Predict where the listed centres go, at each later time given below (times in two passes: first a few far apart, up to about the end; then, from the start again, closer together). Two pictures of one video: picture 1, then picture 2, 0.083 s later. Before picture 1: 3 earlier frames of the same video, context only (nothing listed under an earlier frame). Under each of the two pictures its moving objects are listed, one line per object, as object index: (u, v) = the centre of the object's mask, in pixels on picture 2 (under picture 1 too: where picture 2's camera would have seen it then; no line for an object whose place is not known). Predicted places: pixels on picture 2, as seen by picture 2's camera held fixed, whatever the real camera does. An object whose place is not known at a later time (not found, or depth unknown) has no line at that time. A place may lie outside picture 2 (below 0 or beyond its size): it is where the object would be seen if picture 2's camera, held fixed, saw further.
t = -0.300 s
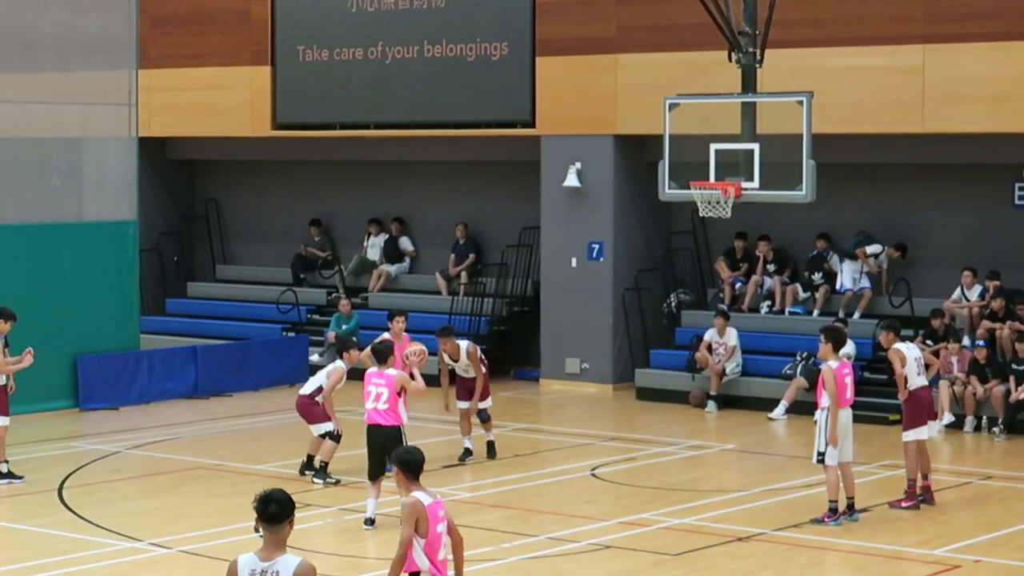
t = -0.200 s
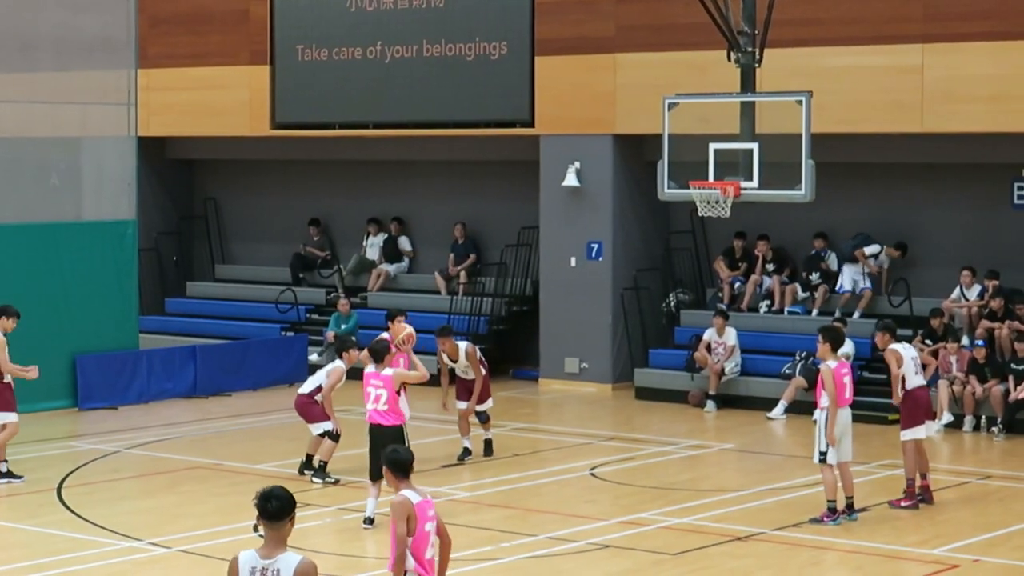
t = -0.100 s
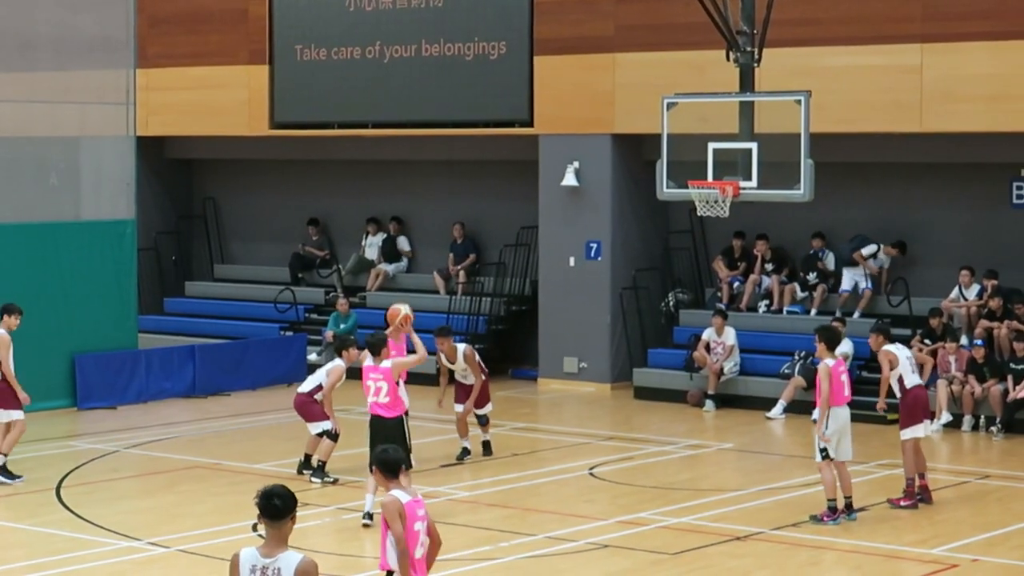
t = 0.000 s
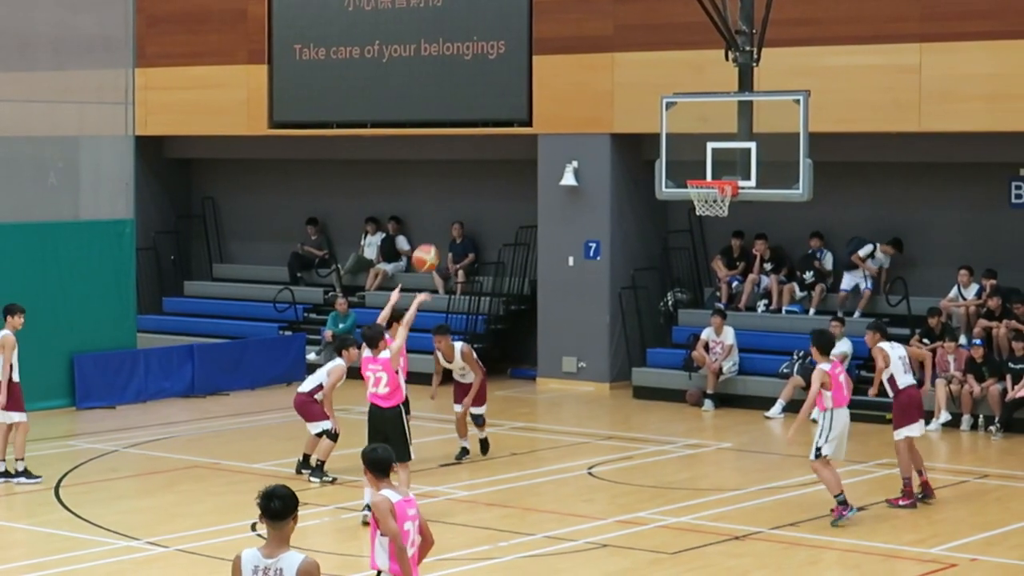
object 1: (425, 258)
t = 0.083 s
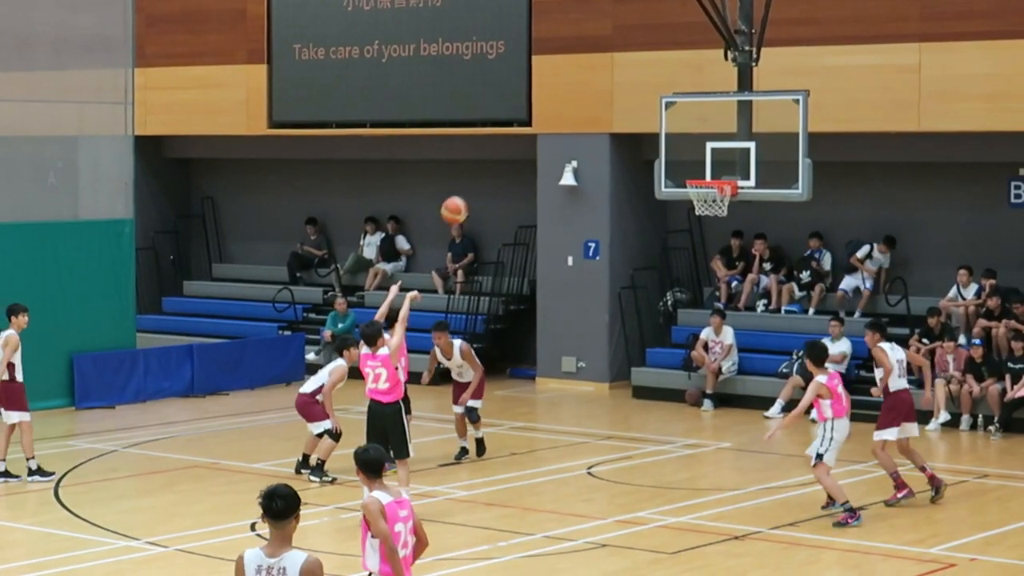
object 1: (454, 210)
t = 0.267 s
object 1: (517, 134)
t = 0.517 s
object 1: (596, 90)
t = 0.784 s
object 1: (673, 113)
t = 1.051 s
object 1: (713, 160)
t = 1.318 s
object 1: (657, 142)
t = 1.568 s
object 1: (607, 182)
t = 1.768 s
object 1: (568, 253)
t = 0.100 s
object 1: (460, 201)
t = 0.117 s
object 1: (466, 193)
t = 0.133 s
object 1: (472, 185)
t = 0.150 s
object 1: (477, 178)
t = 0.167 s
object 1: (483, 171)
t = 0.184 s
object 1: (489, 164)
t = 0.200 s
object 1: (494, 157)
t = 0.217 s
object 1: (500, 151)
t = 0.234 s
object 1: (506, 145)
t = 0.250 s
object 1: (511, 139)
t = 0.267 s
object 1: (517, 134)
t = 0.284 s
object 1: (522, 129)
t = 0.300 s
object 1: (527, 124)
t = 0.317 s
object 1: (533, 118)
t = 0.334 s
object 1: (538, 115)
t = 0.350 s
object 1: (544, 111)
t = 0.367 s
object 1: (550, 107)
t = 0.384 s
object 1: (555, 105)
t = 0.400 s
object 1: (560, 102)
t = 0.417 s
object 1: (565, 99)
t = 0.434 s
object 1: (571, 97)
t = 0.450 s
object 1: (576, 95)
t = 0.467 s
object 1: (582, 93)
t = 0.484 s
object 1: (587, 92)
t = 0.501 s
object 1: (592, 91)
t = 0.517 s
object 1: (596, 90)
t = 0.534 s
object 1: (601, 89)
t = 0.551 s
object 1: (606, 90)
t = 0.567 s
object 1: (611, 89)
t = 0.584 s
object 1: (616, 90)
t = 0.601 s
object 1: (621, 91)
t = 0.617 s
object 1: (626, 91)
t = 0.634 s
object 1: (630, 92)
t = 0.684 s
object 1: (644, 96)
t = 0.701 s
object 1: (649, 99)
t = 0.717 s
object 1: (654, 101)
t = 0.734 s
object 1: (659, 103)
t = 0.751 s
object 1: (664, 106)
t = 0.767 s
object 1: (668, 109)
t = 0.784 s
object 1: (673, 113)
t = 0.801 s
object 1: (678, 116)
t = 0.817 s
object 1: (682, 120)
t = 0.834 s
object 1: (686, 125)
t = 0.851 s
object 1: (691, 129)
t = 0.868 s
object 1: (695, 134)
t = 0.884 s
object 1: (699, 139)
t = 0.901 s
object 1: (703, 143)
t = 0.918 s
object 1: (708, 148)
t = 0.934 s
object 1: (712, 155)
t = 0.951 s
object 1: (717, 160)
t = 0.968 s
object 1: (721, 166)
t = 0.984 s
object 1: (725, 171)
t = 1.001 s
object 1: (724, 170)
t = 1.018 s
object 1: (721, 167)
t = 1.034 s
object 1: (717, 164)
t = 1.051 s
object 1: (713, 160)
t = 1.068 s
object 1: (710, 157)
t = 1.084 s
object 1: (706, 154)
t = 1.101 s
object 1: (702, 151)
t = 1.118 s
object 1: (698, 149)
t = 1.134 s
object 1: (695, 147)
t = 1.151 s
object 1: (692, 145)
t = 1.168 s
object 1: (688, 144)
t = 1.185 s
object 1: (685, 143)
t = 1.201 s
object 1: (681, 142)
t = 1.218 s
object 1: (678, 142)
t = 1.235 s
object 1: (675, 142)
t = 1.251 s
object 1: (670, 141)
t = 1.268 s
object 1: (667, 140)
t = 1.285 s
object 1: (664, 140)
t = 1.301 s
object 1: (661, 141)
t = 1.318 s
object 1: (657, 142)
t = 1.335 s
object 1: (653, 143)
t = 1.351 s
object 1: (649, 144)
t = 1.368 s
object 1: (647, 145)
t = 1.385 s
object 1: (643, 147)
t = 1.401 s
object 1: (640, 149)
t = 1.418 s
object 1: (636, 152)
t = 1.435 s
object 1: (633, 154)
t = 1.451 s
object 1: (630, 157)
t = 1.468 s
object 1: (627, 159)
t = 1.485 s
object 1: (623, 162)
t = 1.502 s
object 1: (620, 166)
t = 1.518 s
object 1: (617, 170)
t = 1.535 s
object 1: (613, 173)
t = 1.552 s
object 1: (610, 178)
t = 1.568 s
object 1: (607, 182)
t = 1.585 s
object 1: (604, 187)
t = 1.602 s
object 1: (601, 192)
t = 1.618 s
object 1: (597, 197)
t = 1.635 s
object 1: (594, 202)
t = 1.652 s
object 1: (591, 208)
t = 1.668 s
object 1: (588, 213)
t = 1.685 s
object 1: (584, 219)
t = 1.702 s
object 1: (581, 226)
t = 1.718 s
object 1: (578, 232)
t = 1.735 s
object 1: (575, 239)
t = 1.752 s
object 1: (572, 246)
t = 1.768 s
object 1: (568, 253)
